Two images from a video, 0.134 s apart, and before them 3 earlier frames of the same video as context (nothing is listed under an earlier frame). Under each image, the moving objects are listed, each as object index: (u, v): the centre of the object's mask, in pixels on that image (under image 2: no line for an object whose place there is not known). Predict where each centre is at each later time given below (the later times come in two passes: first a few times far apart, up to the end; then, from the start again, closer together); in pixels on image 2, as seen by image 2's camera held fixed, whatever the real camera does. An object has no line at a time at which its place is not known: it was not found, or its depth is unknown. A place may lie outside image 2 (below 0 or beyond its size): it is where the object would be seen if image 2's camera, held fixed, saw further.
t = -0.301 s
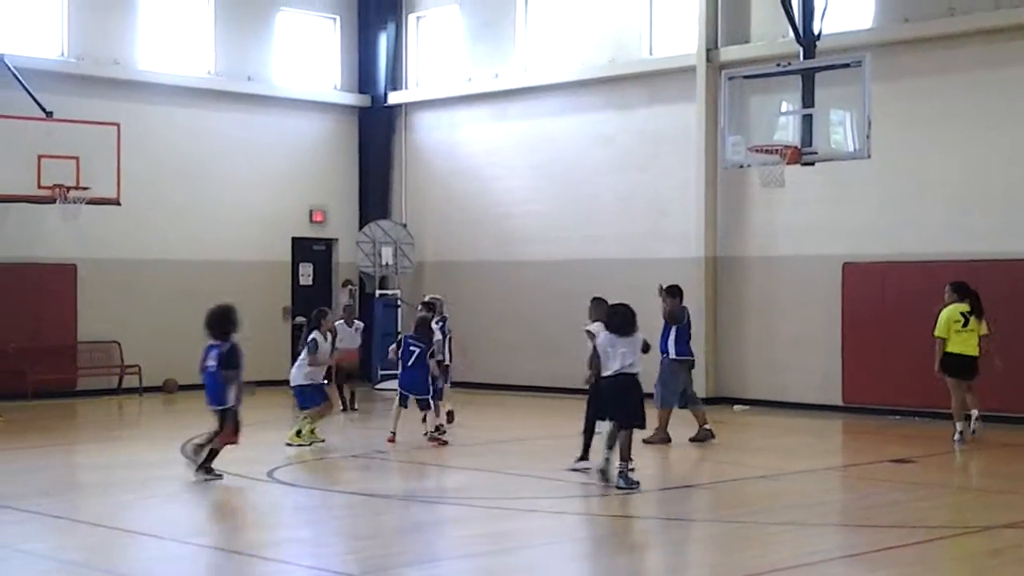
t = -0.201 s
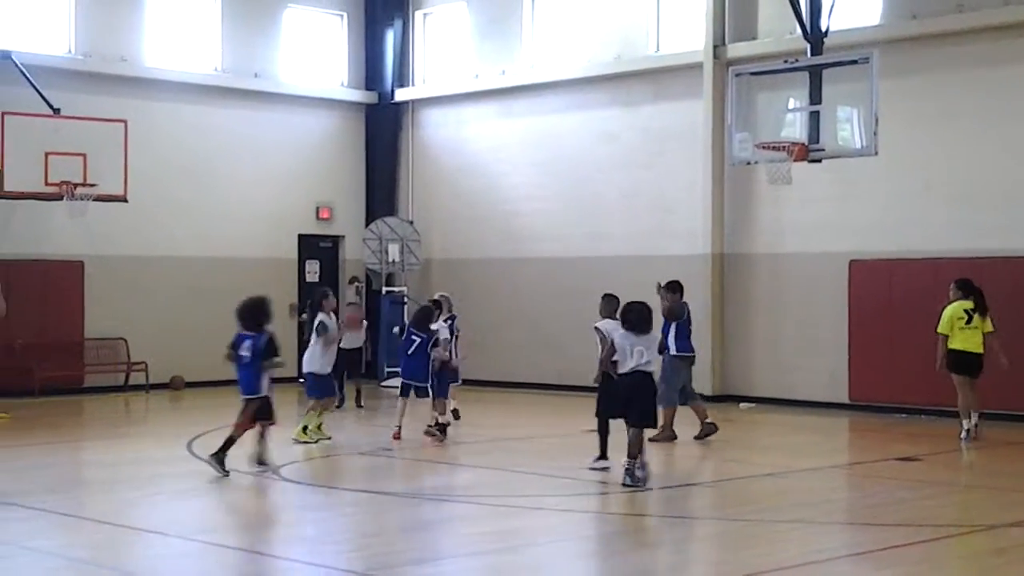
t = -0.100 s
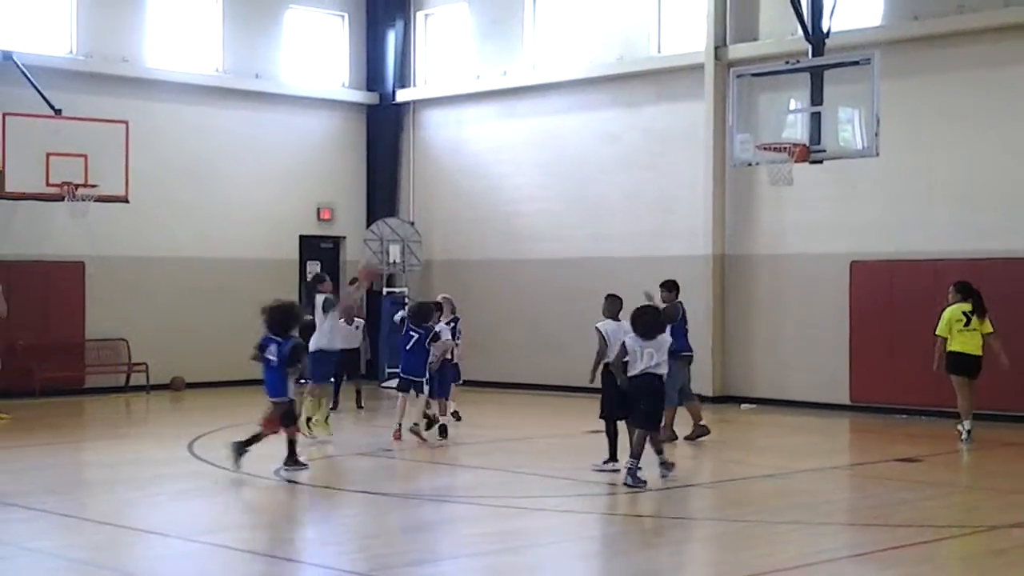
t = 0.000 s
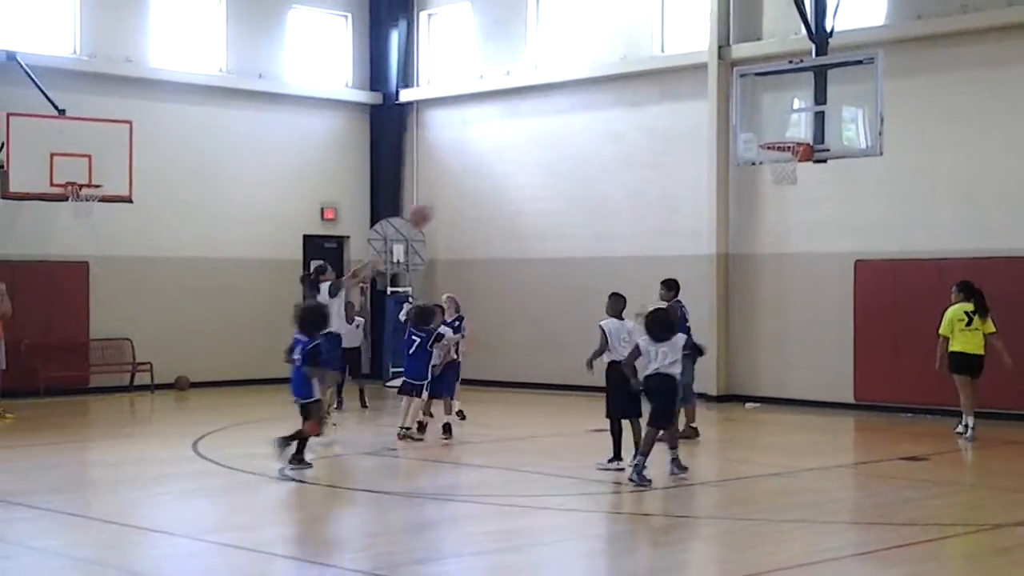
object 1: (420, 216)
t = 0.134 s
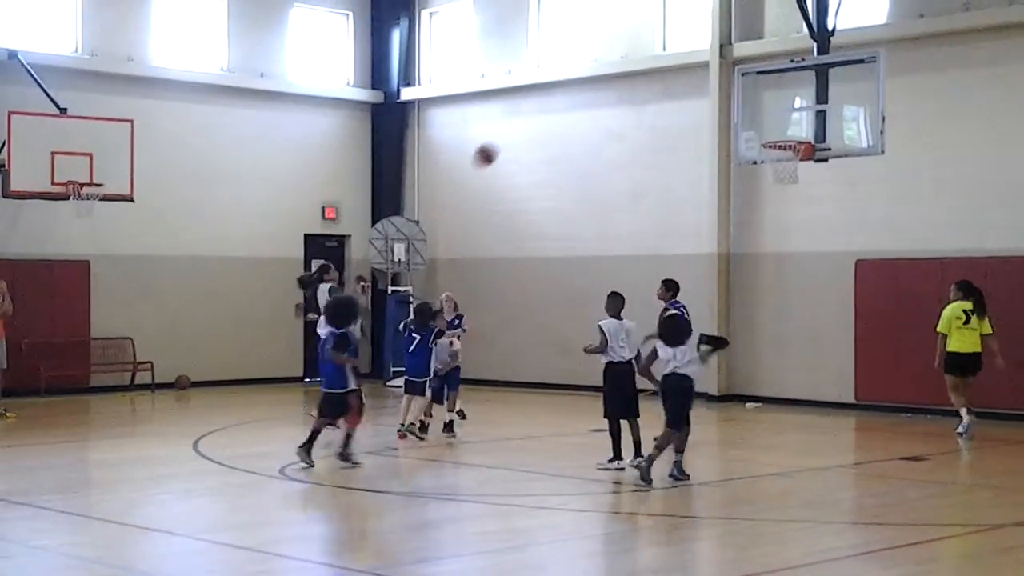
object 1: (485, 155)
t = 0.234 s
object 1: (534, 121)
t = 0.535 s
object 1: (674, 78)
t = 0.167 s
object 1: (502, 142)
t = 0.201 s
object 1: (518, 130)
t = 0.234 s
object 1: (534, 121)
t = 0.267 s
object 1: (549, 112)
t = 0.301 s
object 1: (564, 104)
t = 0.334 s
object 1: (580, 97)
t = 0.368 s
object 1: (596, 92)
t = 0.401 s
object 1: (612, 86)
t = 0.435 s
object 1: (627, 83)
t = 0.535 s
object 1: (674, 78)
